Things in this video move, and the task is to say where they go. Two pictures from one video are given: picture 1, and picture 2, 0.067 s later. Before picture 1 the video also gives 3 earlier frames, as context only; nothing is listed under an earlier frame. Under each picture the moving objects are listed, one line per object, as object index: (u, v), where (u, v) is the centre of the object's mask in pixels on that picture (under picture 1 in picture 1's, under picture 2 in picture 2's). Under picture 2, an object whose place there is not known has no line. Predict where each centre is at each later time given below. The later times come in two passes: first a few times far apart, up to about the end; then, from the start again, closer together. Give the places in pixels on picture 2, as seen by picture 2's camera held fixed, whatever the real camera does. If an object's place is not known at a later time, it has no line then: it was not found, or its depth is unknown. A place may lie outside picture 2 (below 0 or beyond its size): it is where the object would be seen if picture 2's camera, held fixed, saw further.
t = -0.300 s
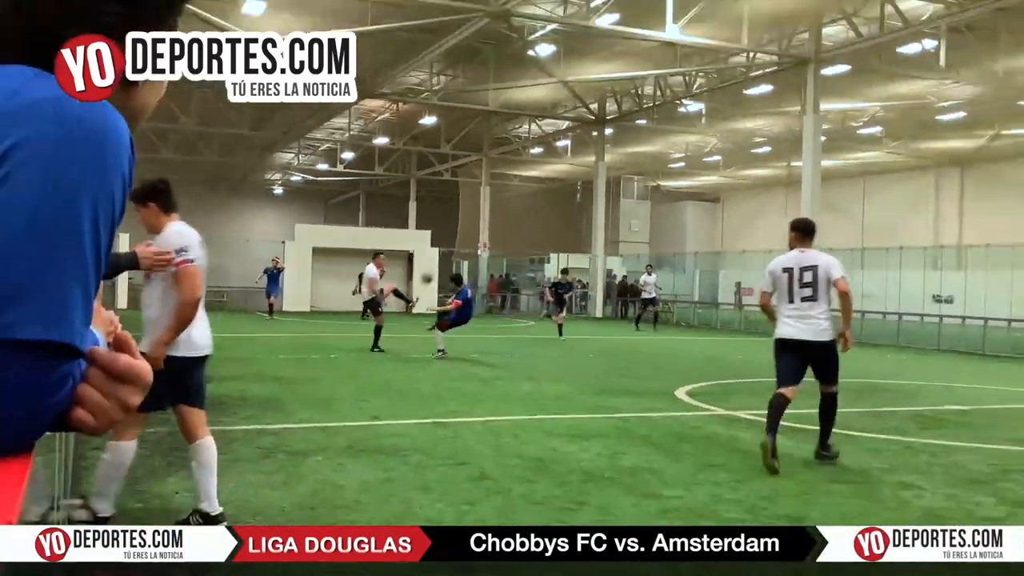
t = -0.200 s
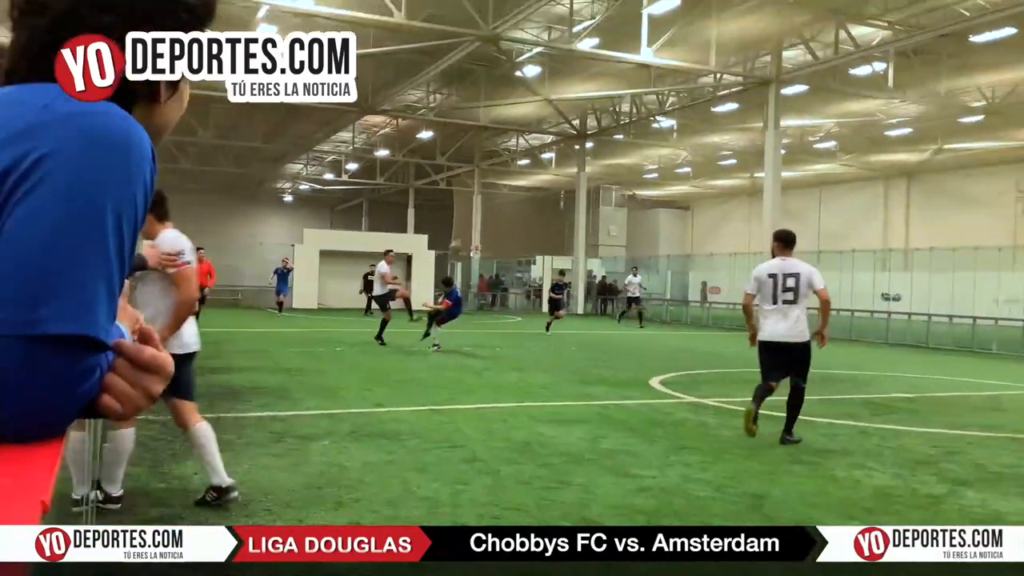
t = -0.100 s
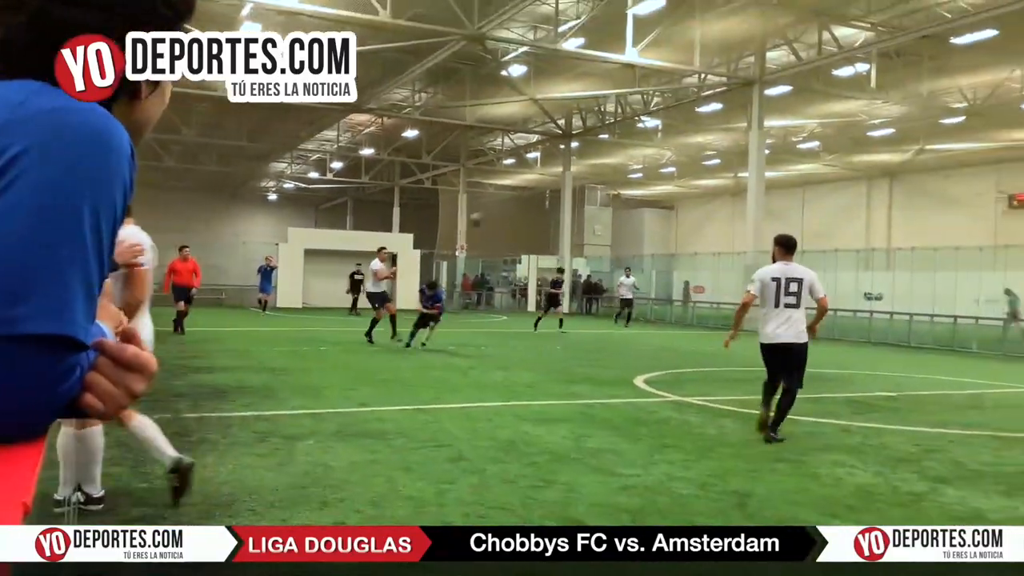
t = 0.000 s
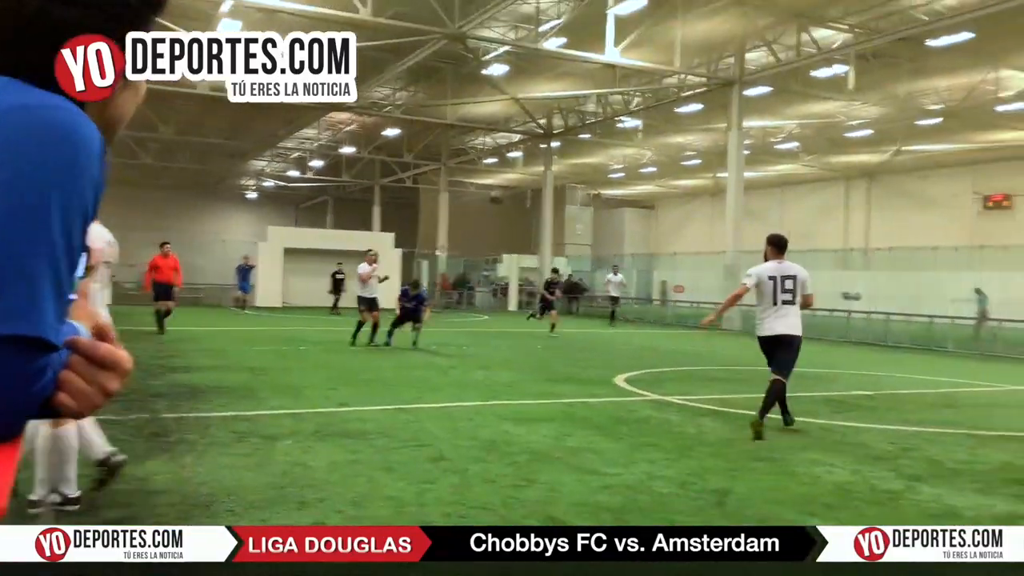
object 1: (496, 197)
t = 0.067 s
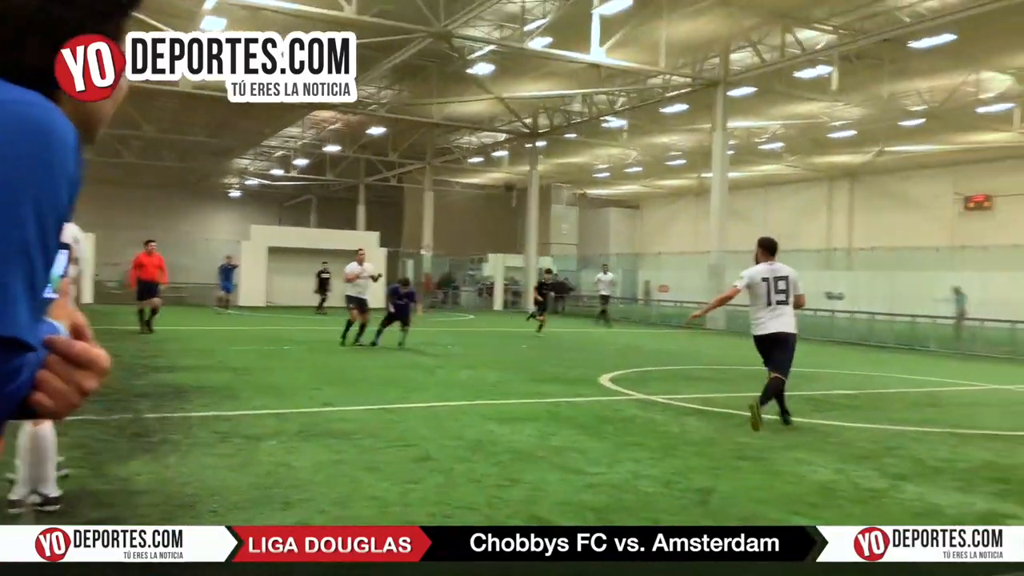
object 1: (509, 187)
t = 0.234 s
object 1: (590, 167)
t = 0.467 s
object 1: (735, 181)
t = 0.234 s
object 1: (590, 167)
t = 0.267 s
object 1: (608, 166)
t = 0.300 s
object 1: (627, 165)
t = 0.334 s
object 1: (647, 166)
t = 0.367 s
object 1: (667, 169)
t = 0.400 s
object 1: (689, 172)
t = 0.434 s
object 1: (711, 175)
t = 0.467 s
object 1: (735, 181)
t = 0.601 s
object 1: (841, 216)
